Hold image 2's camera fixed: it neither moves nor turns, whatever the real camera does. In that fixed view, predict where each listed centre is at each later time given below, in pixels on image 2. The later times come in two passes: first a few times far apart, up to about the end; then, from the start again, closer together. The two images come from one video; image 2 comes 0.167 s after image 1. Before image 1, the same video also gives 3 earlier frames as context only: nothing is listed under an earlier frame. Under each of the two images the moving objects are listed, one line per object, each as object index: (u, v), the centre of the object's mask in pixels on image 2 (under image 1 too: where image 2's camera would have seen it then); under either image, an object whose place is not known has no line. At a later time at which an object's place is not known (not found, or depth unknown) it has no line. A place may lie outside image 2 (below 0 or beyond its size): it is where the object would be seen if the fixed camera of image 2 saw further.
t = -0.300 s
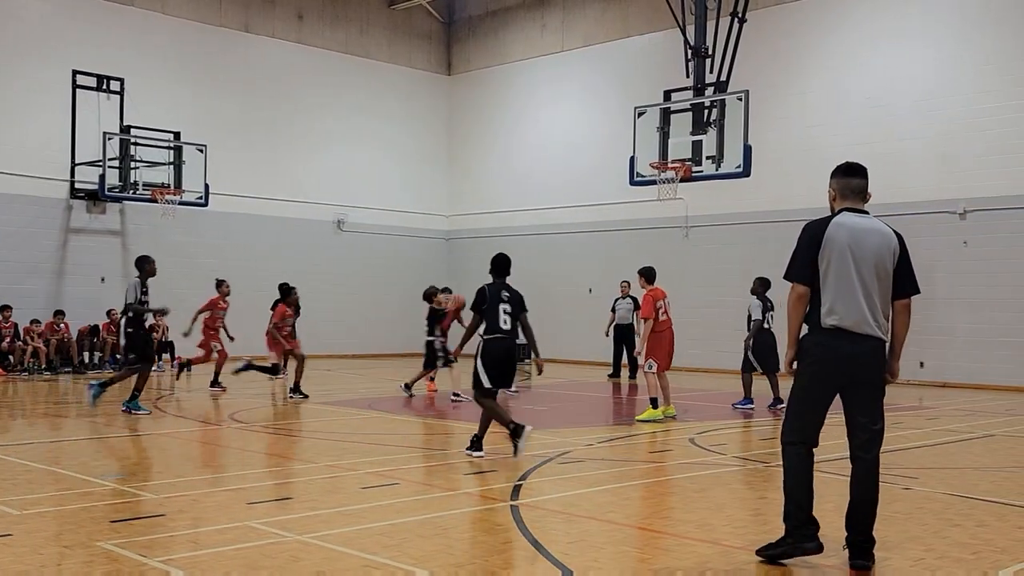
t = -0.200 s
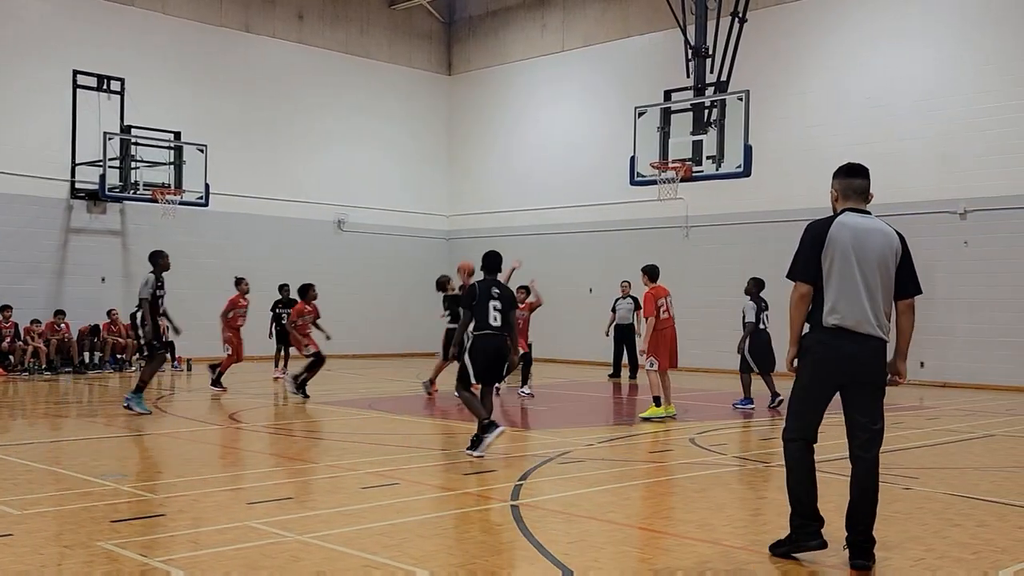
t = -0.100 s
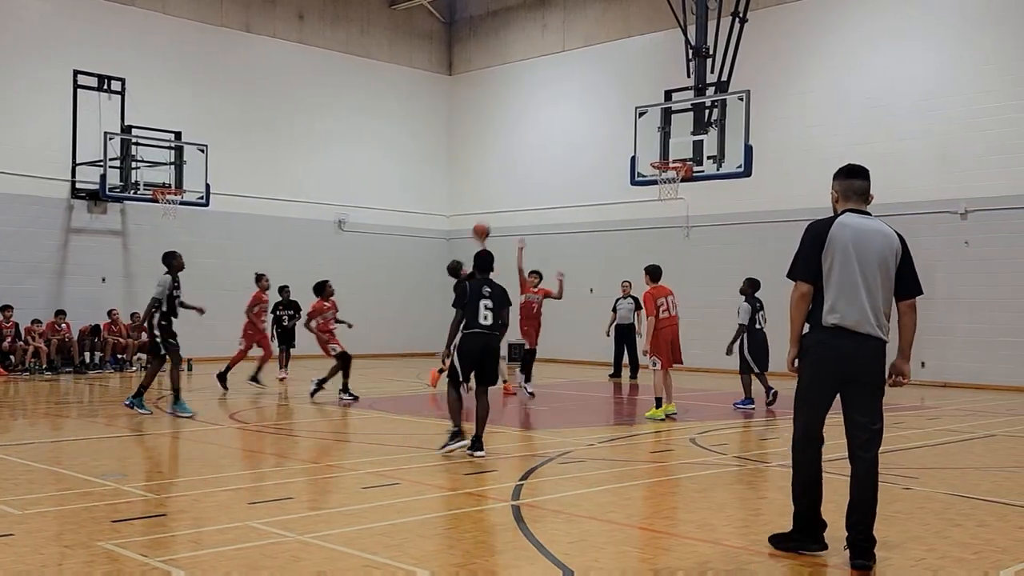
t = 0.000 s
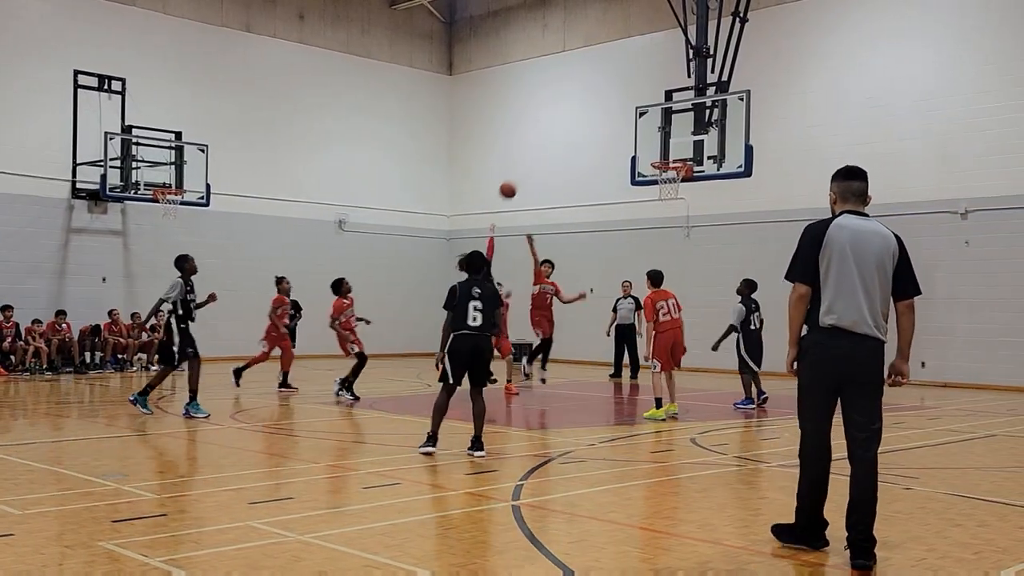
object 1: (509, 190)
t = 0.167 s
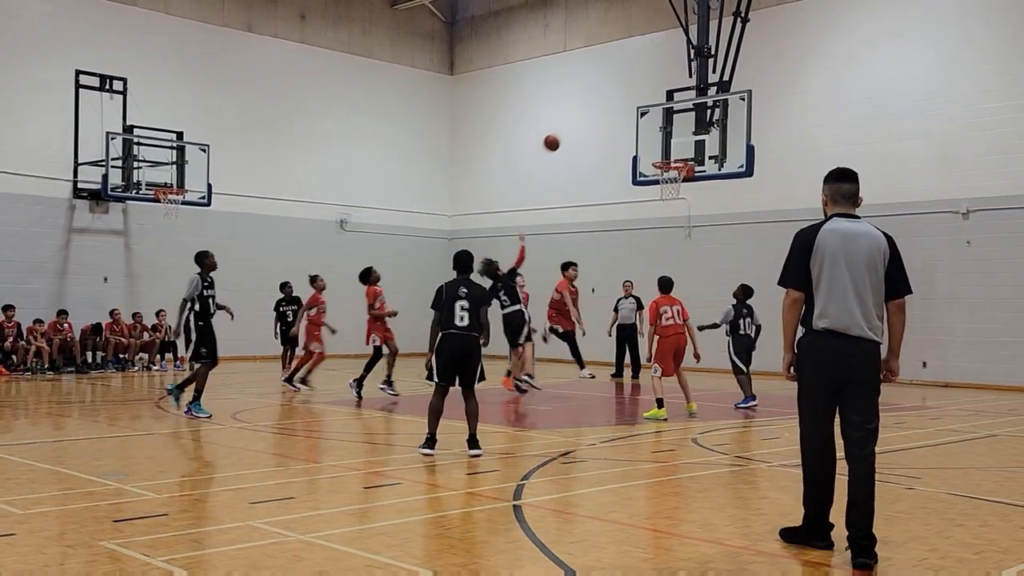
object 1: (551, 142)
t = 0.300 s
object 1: (583, 121)
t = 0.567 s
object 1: (643, 121)
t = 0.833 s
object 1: (693, 146)
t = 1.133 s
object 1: (688, 130)
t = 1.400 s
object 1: (684, 173)
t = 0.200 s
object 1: (559, 136)
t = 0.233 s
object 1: (567, 130)
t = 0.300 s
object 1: (583, 121)
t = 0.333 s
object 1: (591, 118)
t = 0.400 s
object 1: (606, 115)
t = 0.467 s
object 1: (622, 114)
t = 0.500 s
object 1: (629, 116)
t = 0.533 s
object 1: (636, 117)
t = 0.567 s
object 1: (643, 121)
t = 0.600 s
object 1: (650, 124)
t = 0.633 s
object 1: (657, 129)
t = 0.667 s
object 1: (665, 134)
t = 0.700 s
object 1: (672, 139)
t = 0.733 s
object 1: (678, 147)
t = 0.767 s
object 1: (685, 154)
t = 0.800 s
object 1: (689, 153)
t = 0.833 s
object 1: (693, 146)
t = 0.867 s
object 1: (693, 140)
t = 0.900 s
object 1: (693, 136)
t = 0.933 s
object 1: (692, 133)
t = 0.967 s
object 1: (692, 131)
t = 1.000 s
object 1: (691, 129)
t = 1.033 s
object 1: (690, 128)
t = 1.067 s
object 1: (689, 128)
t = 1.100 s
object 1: (689, 129)
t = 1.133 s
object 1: (688, 130)
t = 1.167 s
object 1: (687, 133)
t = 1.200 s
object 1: (686, 136)
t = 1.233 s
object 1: (685, 140)
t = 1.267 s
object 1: (685, 145)
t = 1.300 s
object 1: (684, 151)
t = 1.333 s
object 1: (683, 157)
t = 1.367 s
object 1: (683, 166)
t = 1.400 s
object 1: (684, 173)
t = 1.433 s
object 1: (683, 178)
